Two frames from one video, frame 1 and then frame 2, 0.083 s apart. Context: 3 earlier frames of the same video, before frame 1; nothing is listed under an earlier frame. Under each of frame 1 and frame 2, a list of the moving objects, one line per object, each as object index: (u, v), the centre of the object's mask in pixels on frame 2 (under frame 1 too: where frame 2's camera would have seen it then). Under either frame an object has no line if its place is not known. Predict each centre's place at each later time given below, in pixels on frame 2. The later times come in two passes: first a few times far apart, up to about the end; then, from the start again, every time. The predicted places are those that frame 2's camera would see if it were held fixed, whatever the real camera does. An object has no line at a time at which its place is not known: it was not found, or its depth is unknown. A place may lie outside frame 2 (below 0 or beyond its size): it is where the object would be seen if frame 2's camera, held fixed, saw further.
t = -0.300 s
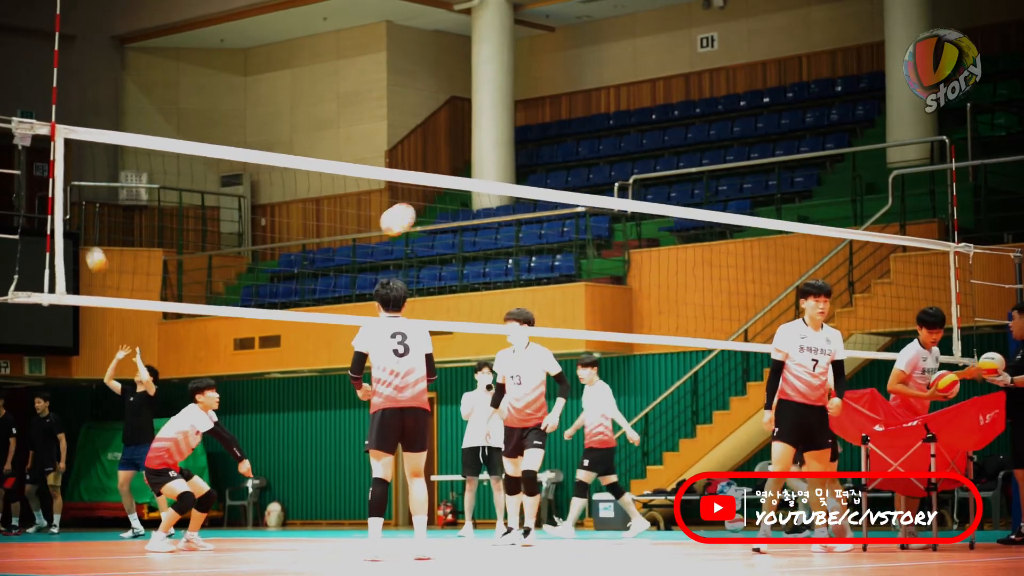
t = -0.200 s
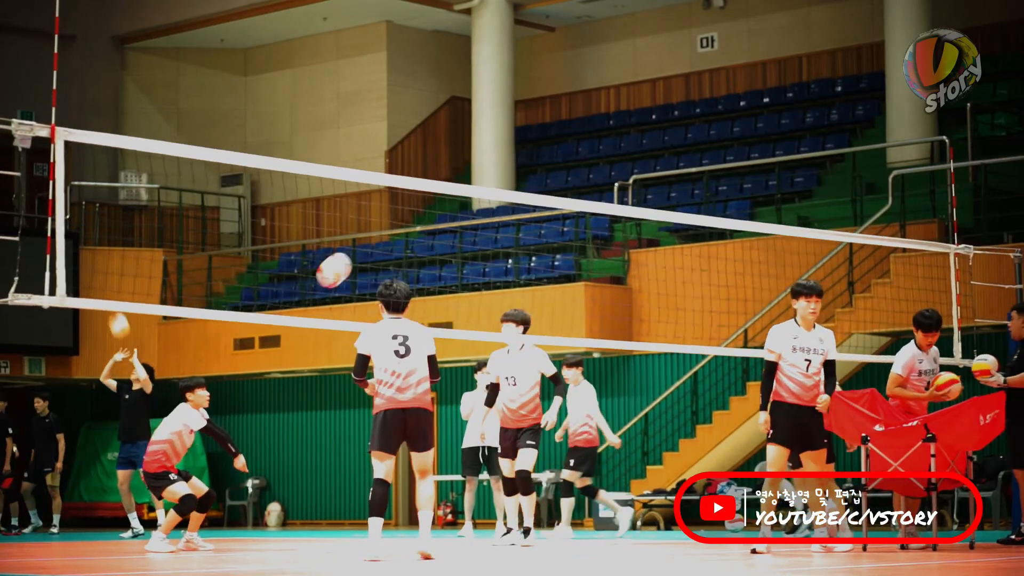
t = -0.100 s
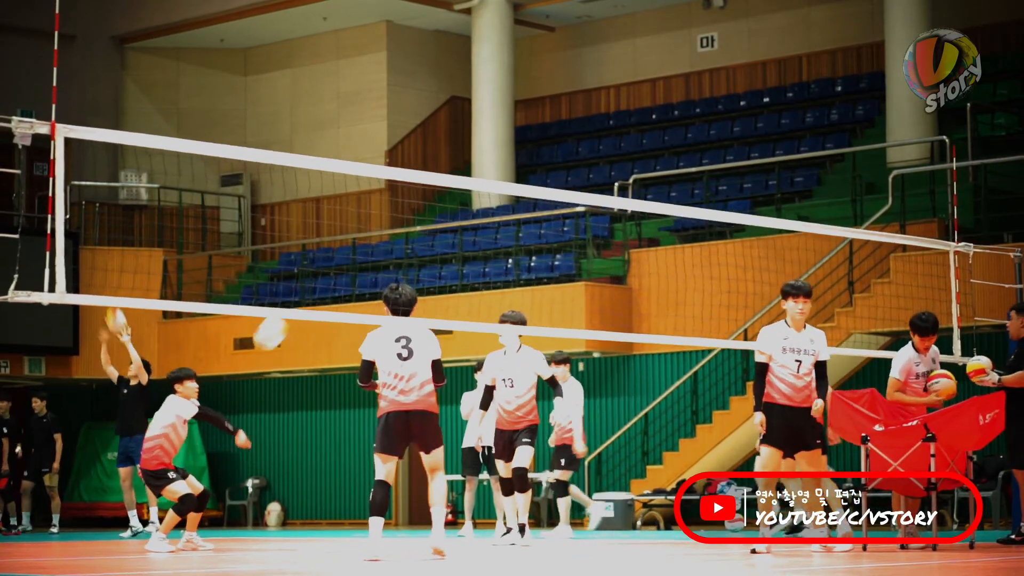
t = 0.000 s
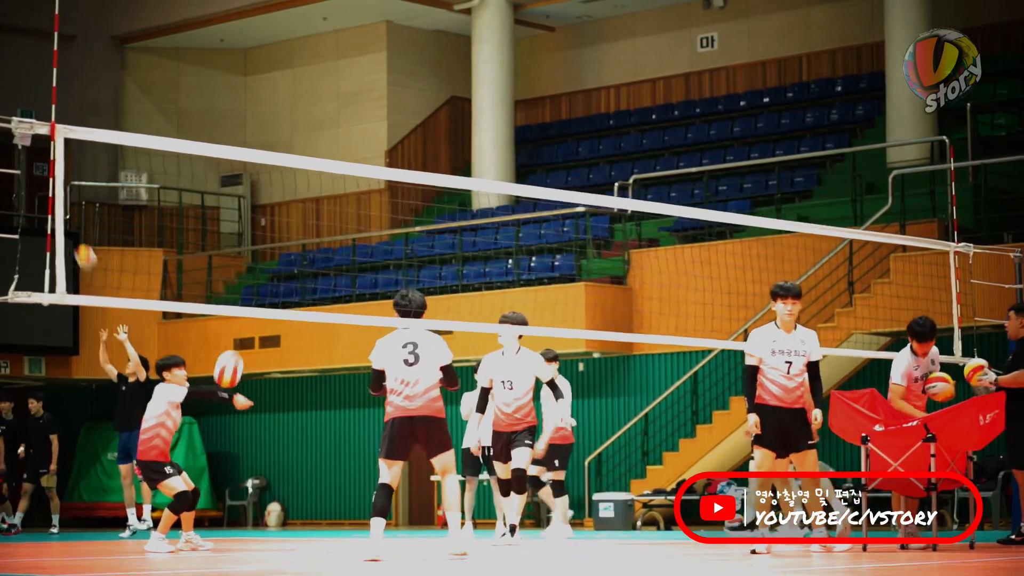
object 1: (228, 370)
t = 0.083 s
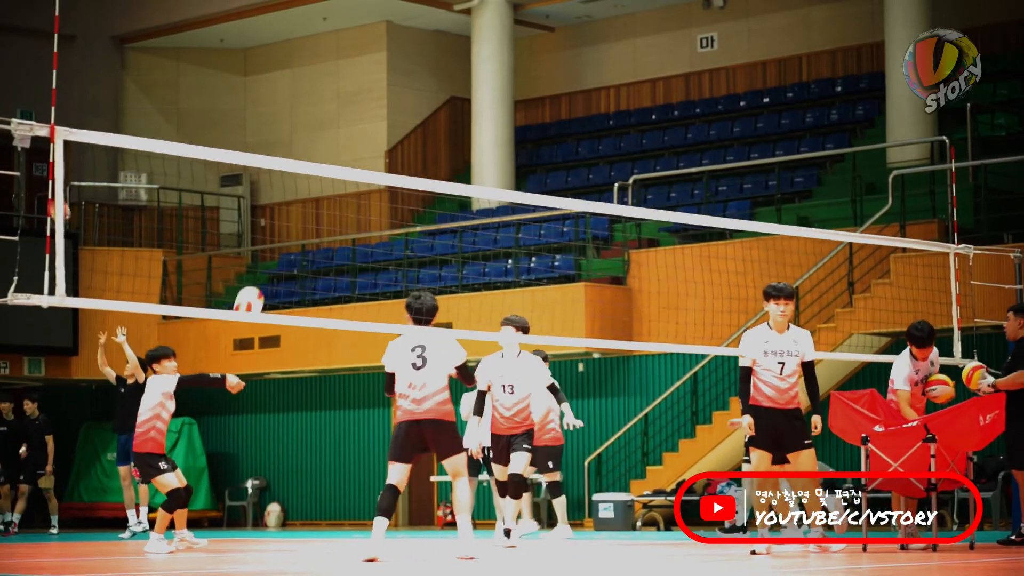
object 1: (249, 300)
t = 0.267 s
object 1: (295, 191)
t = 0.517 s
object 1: (362, 102)
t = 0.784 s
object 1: (436, 96)
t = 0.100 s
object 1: (252, 293)
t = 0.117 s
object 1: (257, 281)
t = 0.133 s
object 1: (261, 270)
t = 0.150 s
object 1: (265, 259)
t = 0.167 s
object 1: (269, 248)
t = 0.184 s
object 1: (273, 237)
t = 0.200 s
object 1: (277, 228)
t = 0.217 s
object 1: (282, 218)
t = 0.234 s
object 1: (286, 209)
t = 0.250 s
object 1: (291, 199)
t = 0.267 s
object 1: (295, 191)
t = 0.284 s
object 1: (299, 183)
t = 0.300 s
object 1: (303, 179)
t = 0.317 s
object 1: (308, 167)
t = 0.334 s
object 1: (314, 156)
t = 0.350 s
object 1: (318, 149)
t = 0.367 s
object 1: (322, 145)
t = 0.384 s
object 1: (326, 139)
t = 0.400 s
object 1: (331, 133)
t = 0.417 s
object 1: (335, 128)
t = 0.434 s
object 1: (340, 123)
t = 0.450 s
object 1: (344, 118)
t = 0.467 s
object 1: (349, 113)
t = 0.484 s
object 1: (353, 109)
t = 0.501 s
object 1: (358, 105)
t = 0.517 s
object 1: (362, 102)
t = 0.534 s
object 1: (366, 99)
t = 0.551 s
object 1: (371, 96)
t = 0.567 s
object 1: (376, 93)
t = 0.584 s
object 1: (380, 91)
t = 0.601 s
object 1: (384, 90)
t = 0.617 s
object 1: (389, 88)
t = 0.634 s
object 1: (394, 87)
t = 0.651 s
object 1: (398, 87)
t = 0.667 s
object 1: (403, 87)
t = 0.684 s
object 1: (408, 87)
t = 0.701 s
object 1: (412, 87)
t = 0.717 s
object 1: (417, 88)
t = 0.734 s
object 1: (421, 90)
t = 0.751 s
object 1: (426, 91)
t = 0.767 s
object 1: (431, 94)
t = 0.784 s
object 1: (436, 96)
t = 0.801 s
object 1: (441, 99)
